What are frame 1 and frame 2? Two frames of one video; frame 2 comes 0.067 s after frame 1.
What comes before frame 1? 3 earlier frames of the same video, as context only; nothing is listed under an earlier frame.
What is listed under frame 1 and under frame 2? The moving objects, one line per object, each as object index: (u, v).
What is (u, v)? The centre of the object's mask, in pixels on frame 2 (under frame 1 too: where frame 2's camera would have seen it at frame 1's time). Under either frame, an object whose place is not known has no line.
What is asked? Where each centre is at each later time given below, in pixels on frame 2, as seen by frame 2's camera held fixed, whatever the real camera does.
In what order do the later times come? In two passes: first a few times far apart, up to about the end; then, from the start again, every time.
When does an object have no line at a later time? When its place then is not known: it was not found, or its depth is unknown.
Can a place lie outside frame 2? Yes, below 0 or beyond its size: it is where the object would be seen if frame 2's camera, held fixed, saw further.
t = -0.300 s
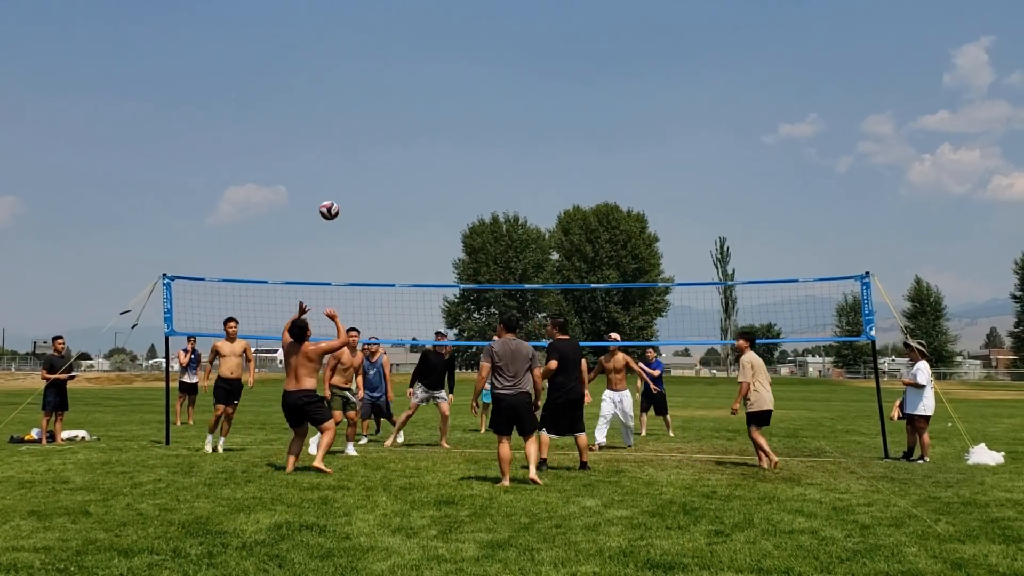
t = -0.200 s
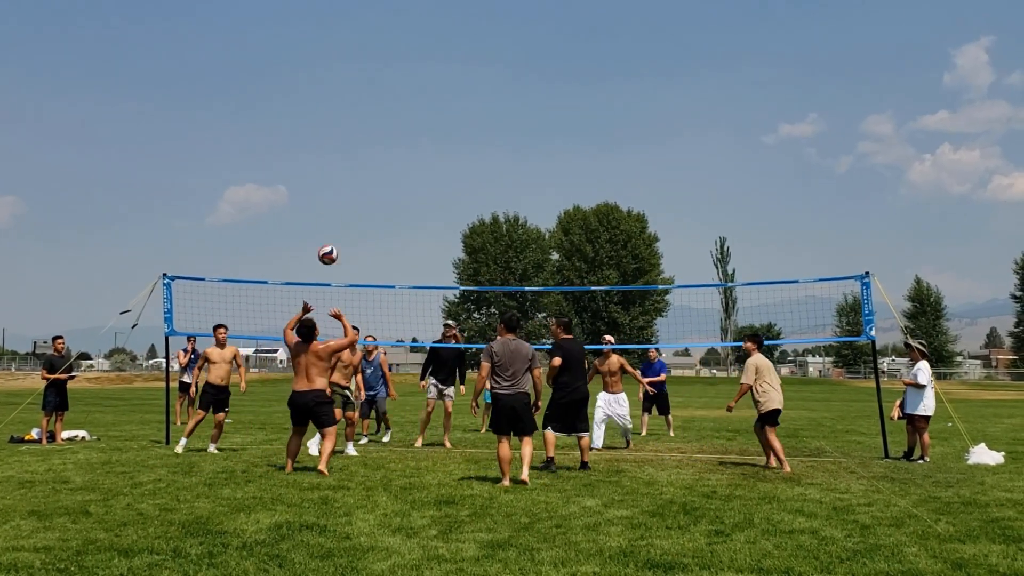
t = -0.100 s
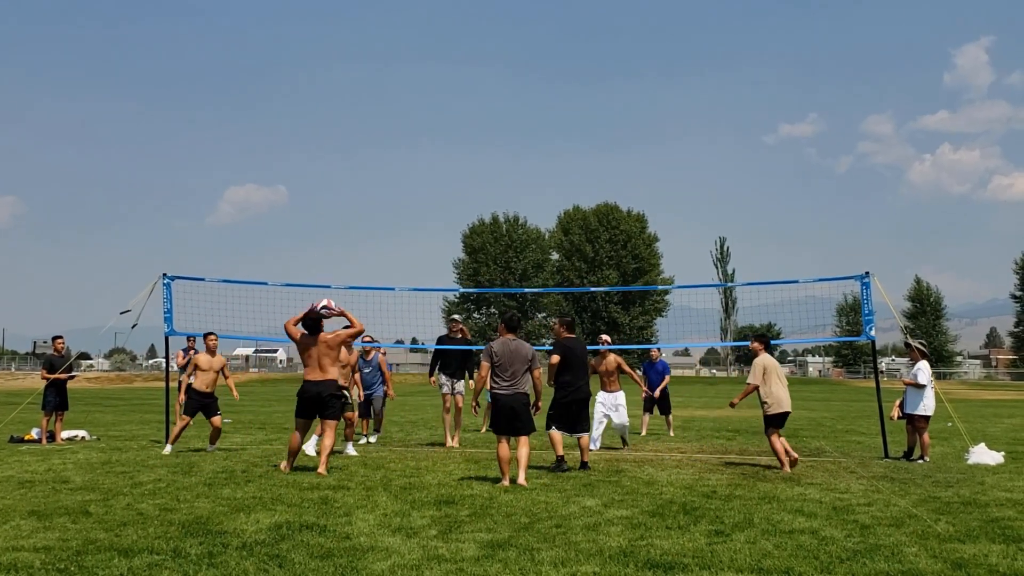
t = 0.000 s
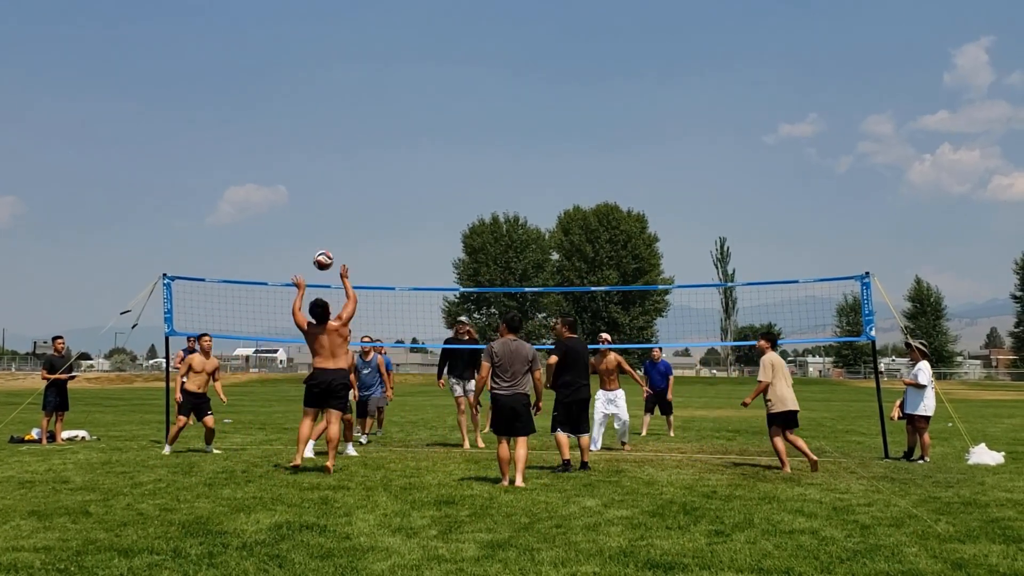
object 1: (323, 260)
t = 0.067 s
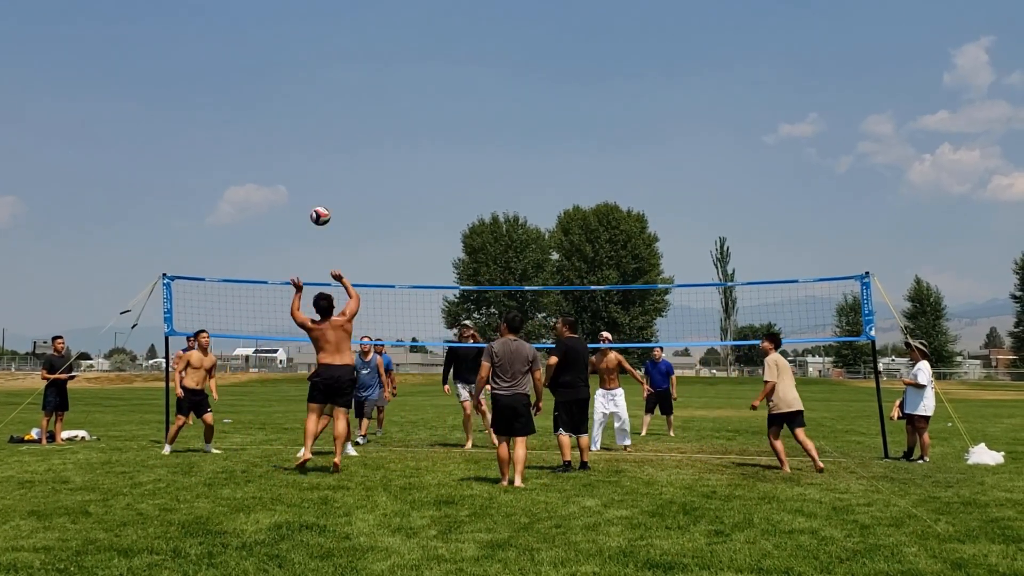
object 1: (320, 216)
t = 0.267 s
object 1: (312, 115)
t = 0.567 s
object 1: (300, 43)
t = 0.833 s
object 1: (290, 46)
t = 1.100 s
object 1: (280, 101)
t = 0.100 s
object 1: (319, 196)
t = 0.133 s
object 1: (317, 177)
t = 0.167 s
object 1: (316, 159)
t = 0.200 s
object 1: (315, 143)
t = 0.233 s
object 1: (313, 128)
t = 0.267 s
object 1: (312, 115)
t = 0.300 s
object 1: (311, 102)
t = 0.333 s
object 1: (309, 91)
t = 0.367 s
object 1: (308, 81)
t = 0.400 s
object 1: (306, 72)
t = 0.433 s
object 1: (305, 64)
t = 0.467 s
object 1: (303, 58)
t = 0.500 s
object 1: (302, 52)
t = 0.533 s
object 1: (301, 47)
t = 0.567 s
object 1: (300, 43)
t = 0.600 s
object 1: (299, 40)
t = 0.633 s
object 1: (297, 39)
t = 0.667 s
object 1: (296, 38)
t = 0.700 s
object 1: (295, 37)
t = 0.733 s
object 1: (294, 38)
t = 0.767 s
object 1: (292, 40)
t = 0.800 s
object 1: (291, 43)
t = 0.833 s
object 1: (290, 46)
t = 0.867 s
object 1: (289, 50)
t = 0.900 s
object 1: (288, 56)
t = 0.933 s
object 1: (287, 61)
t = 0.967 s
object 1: (285, 68)
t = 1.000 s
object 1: (284, 75)
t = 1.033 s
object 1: (282, 83)
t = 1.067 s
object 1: (281, 92)
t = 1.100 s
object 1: (280, 101)
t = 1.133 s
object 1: (279, 112)
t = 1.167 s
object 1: (278, 123)
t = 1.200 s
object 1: (277, 134)
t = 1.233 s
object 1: (275, 146)
